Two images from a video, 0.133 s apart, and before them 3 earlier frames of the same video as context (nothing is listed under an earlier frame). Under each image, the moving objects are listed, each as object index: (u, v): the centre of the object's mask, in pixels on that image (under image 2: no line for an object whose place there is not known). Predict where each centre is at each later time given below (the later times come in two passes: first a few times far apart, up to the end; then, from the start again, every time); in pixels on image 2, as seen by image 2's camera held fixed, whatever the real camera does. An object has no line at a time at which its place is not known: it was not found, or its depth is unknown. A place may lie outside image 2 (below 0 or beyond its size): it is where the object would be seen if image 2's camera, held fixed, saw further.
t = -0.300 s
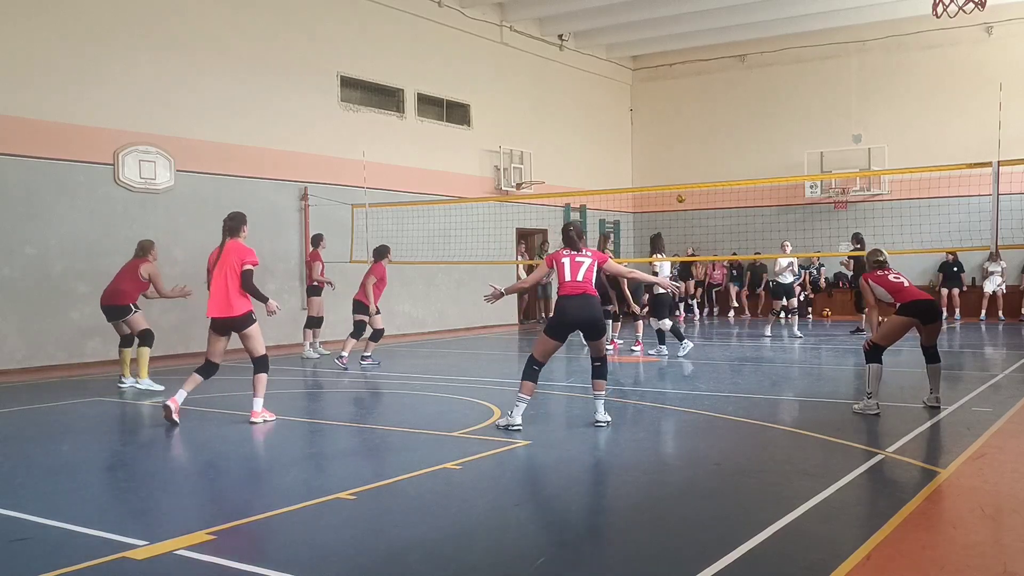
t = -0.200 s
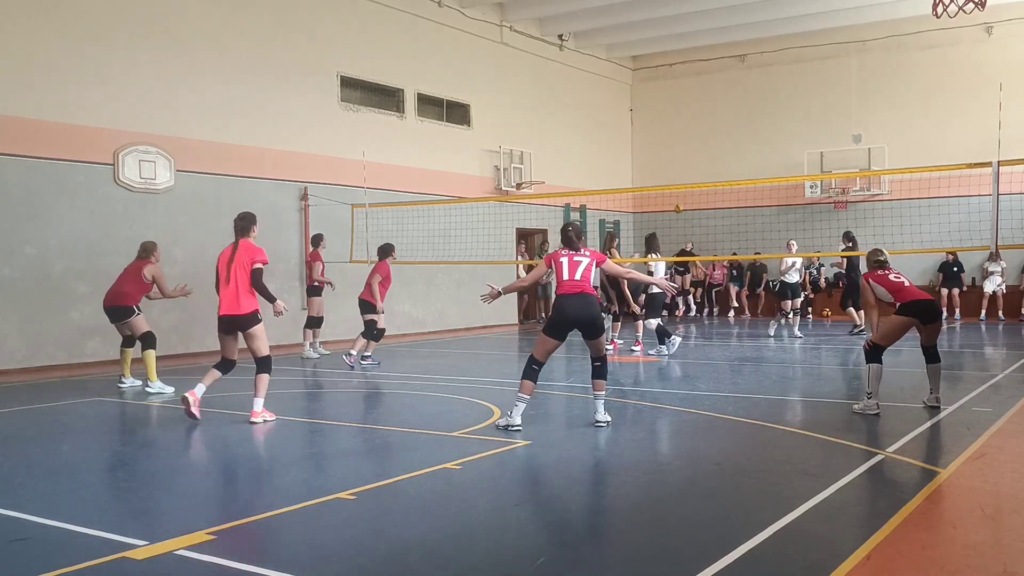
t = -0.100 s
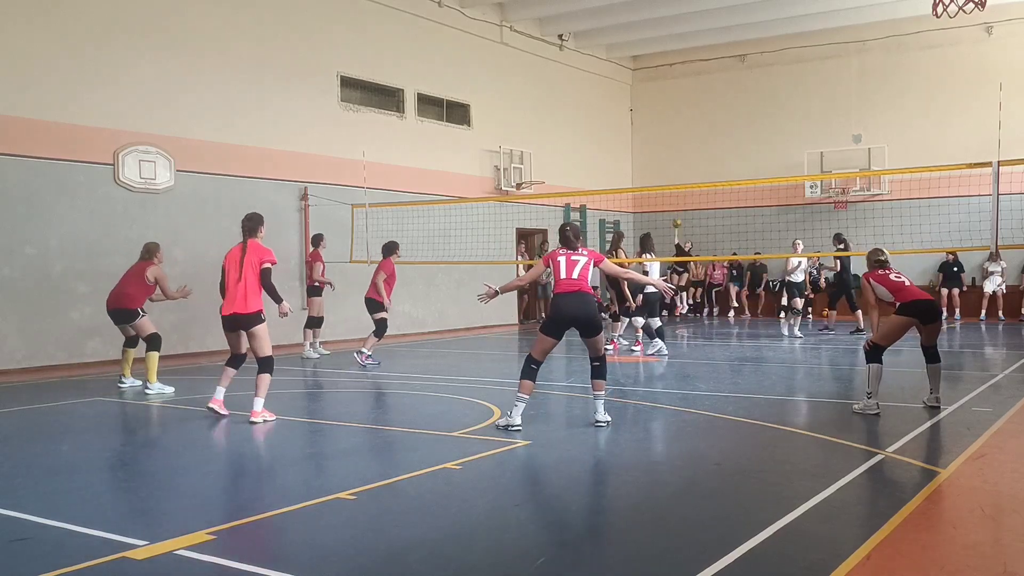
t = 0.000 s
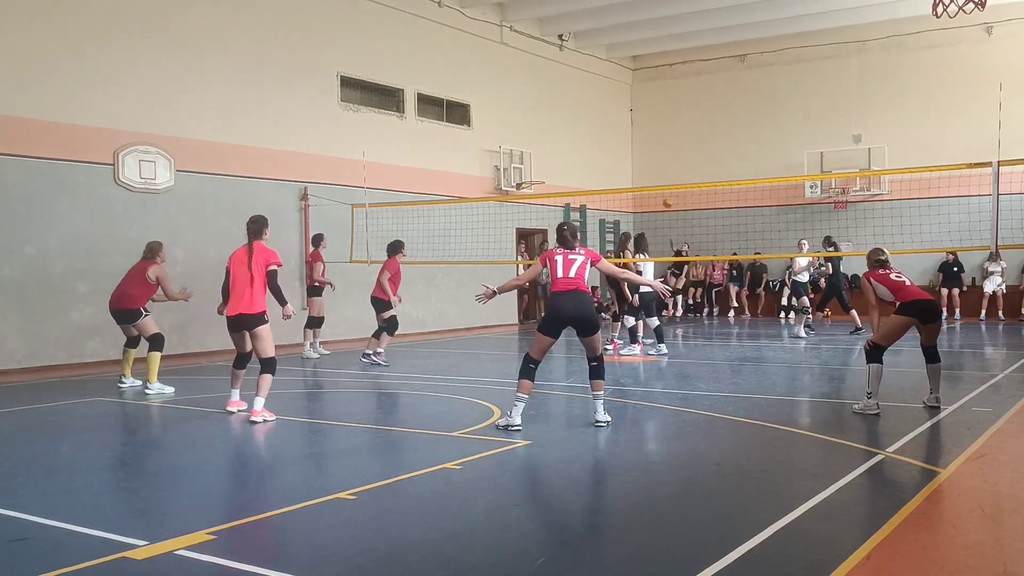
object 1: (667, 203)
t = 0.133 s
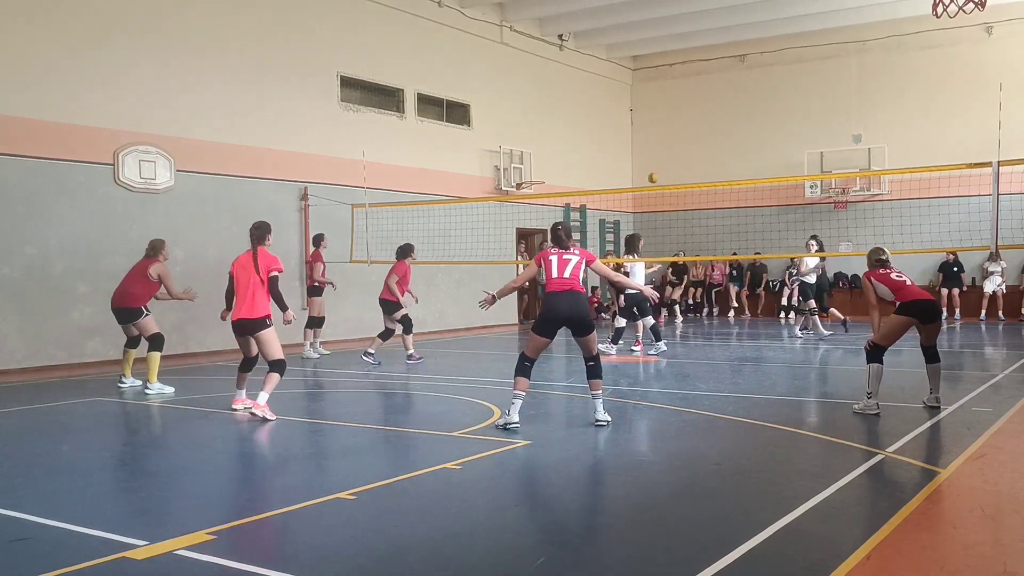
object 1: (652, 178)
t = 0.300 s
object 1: (628, 154)
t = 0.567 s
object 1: (567, 139)
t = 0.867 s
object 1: (455, 183)
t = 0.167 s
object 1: (648, 172)
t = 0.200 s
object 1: (644, 167)
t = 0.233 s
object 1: (639, 162)
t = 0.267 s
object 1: (634, 157)
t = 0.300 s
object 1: (628, 154)
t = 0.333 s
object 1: (621, 150)
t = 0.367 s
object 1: (615, 147)
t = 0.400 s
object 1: (608, 145)
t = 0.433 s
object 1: (601, 142)
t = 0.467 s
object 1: (593, 141)
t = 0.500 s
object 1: (585, 139)
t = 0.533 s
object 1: (577, 139)
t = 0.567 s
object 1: (567, 139)
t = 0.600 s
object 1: (558, 140)
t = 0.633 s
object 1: (548, 141)
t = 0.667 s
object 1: (537, 143)
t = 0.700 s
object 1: (526, 146)
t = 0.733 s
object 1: (514, 151)
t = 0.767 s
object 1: (501, 156)
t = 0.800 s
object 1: (487, 163)
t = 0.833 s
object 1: (472, 172)
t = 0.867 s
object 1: (455, 183)
